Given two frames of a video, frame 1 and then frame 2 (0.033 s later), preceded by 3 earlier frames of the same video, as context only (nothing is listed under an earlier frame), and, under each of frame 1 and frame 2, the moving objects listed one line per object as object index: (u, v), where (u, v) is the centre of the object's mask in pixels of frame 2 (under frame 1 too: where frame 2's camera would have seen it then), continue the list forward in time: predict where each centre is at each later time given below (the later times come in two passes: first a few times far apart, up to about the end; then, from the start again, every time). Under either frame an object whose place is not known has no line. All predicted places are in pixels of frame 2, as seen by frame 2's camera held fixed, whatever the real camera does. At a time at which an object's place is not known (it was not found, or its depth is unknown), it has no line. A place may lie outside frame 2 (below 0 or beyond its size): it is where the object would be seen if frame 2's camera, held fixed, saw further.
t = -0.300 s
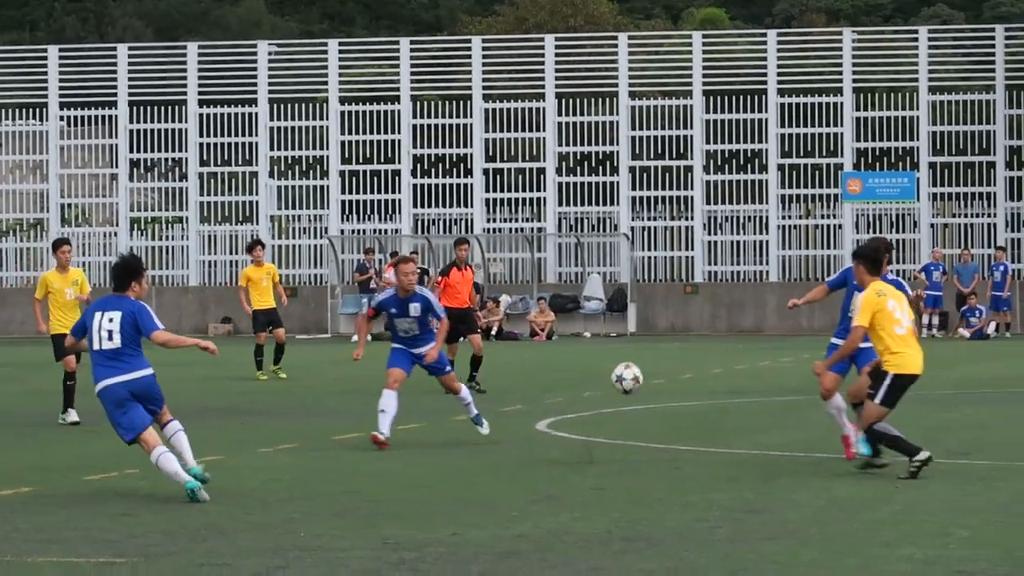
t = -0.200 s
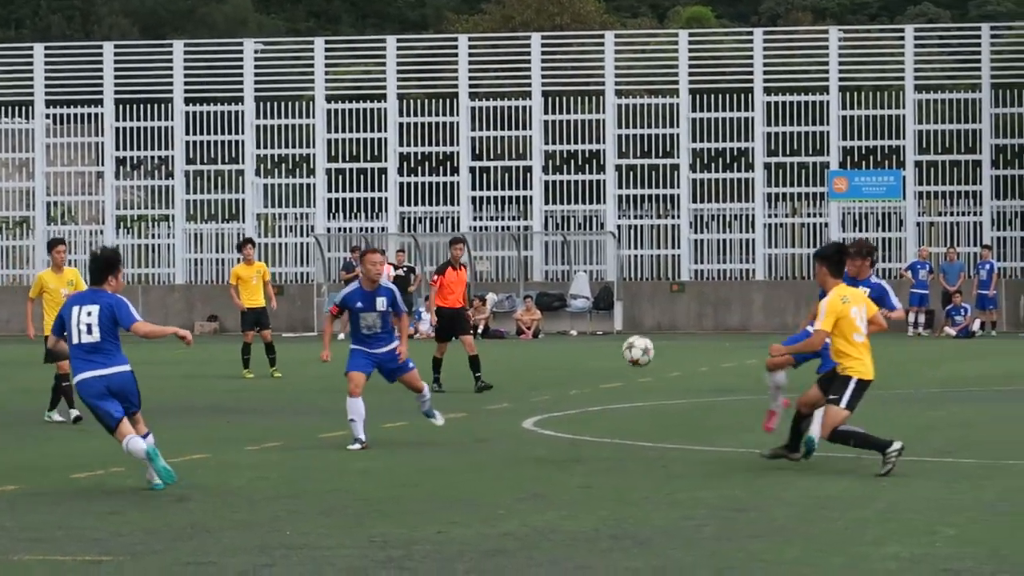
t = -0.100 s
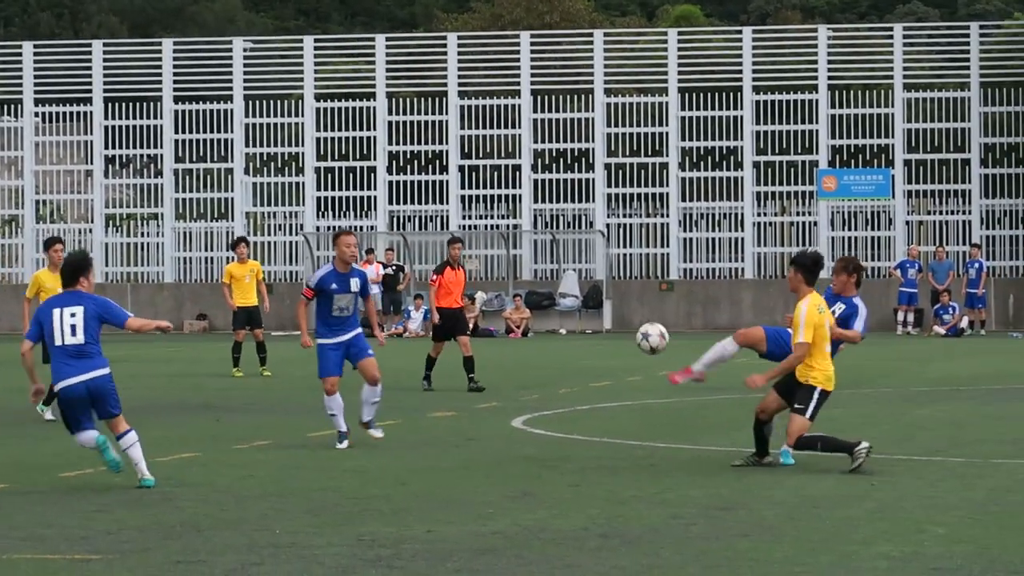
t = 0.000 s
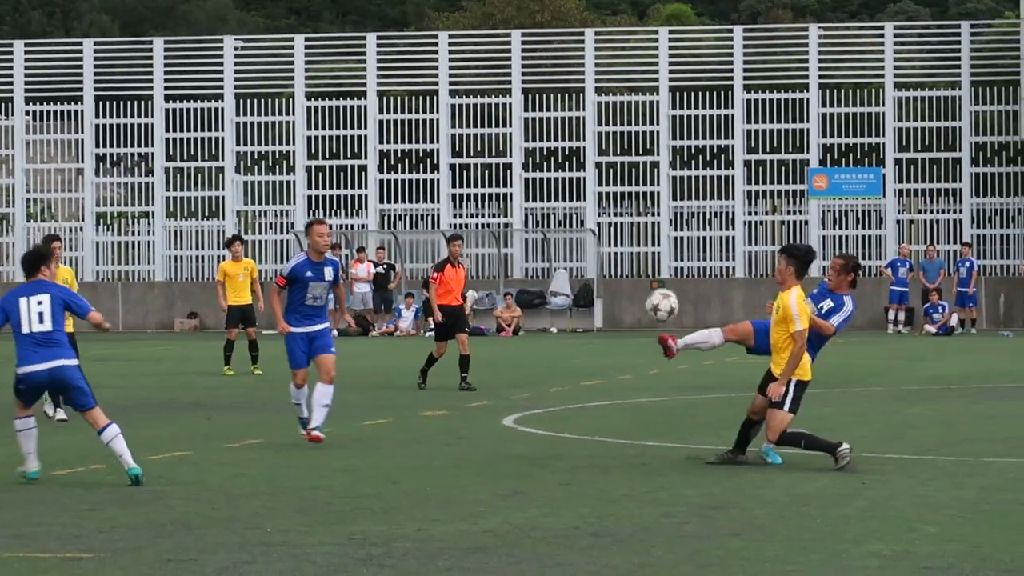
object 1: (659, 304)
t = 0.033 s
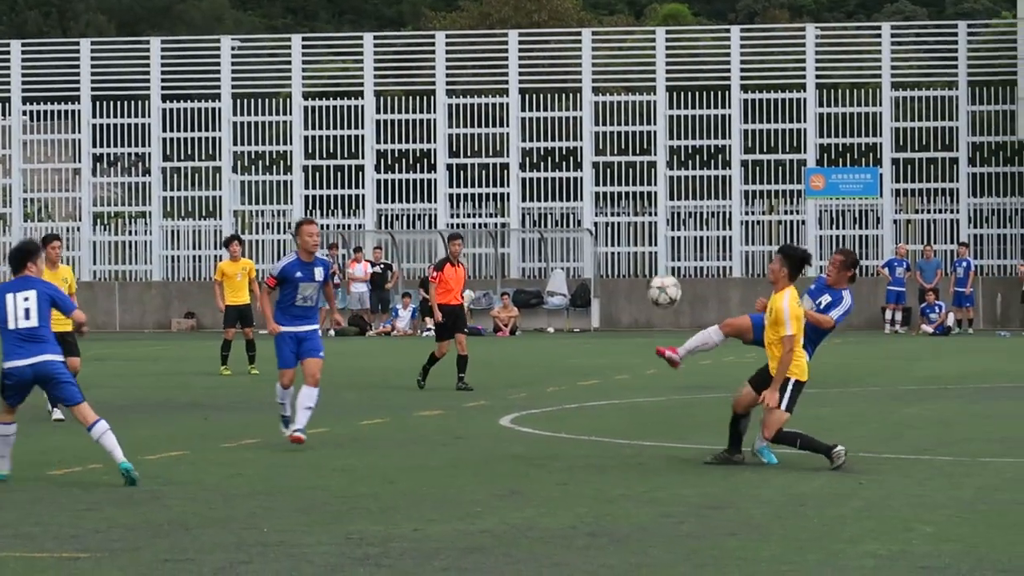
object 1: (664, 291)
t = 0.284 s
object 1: (706, 244)
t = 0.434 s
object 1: (734, 269)
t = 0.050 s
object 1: (666, 285)
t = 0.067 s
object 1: (670, 279)
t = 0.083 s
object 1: (672, 274)
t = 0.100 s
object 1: (675, 268)
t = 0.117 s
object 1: (678, 264)
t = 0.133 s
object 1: (681, 260)
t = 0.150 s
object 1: (683, 256)
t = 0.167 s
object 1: (686, 253)
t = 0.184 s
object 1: (689, 250)
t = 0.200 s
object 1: (691, 248)
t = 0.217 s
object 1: (694, 246)
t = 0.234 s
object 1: (697, 245)
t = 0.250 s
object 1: (700, 244)
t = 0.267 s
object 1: (703, 244)
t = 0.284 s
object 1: (706, 244)
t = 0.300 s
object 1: (709, 244)
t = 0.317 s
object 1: (712, 246)
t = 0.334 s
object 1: (715, 247)
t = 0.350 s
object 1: (718, 249)
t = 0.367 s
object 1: (721, 252)
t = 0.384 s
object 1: (724, 255)
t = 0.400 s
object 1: (727, 259)
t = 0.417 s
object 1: (731, 264)
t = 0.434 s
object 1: (734, 269)
